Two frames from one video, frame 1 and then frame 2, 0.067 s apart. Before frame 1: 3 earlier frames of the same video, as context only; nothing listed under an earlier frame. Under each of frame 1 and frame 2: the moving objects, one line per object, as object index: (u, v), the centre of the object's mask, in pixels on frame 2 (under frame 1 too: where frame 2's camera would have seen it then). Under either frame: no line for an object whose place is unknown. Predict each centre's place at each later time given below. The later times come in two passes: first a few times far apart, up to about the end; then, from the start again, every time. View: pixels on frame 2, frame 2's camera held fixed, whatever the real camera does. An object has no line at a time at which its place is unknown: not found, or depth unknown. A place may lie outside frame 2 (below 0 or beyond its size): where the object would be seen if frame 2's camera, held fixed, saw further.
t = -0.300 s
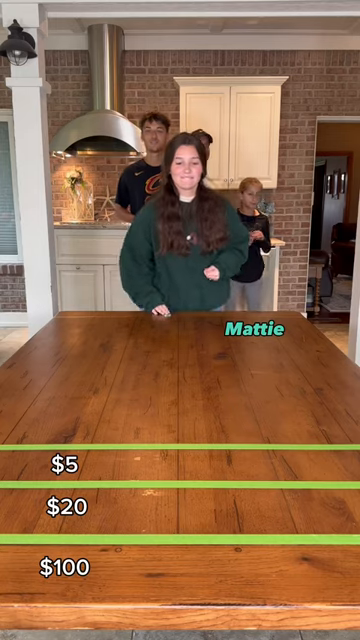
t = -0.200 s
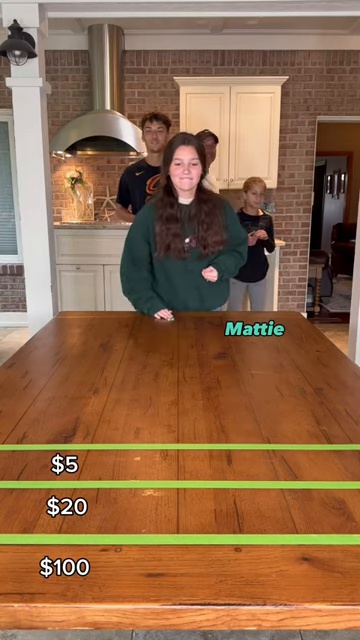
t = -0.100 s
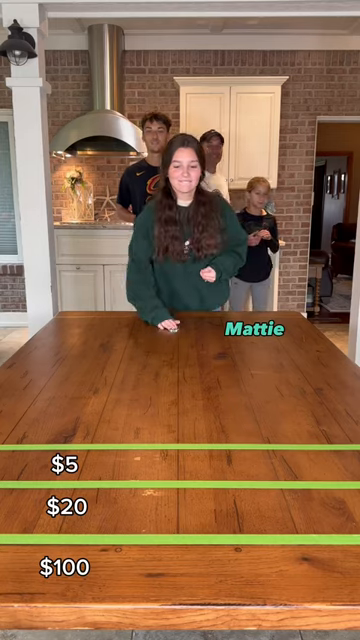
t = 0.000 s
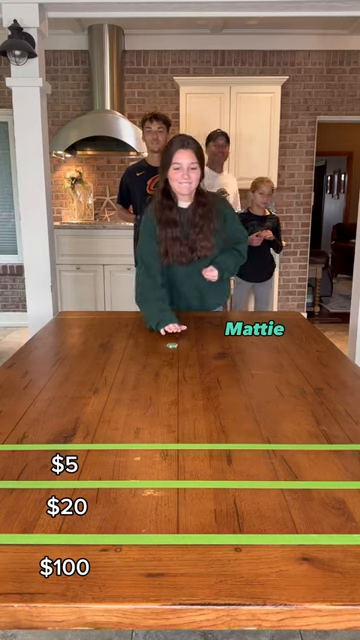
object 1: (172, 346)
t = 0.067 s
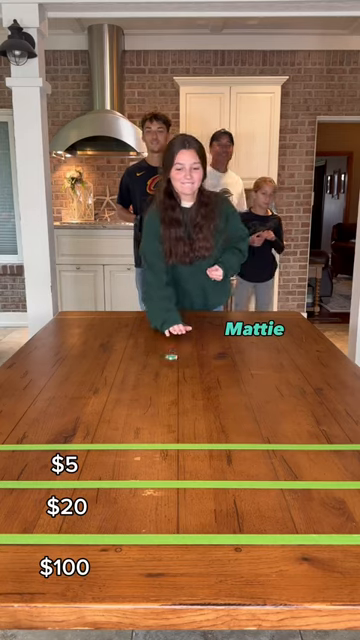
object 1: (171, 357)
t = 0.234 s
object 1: (169, 391)
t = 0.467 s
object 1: (169, 453)
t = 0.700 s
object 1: (170, 512)
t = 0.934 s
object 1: (172, 536)
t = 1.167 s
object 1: (171, 536)
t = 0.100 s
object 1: (170, 364)
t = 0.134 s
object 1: (170, 370)
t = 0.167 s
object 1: (170, 377)
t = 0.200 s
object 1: (169, 384)
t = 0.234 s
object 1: (169, 391)
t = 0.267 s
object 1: (169, 399)
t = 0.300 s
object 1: (169, 407)
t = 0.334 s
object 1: (169, 415)
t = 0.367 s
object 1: (169, 424)
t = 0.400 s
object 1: (169, 434)
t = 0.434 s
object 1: (169, 443)
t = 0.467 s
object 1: (169, 453)
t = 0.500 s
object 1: (169, 463)
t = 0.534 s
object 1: (169, 473)
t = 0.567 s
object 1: (169, 481)
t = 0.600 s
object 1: (169, 490)
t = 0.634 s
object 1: (169, 498)
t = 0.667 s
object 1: (169, 505)
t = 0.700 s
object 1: (170, 512)
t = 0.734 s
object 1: (170, 519)
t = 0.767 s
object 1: (170, 525)
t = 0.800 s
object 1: (171, 529)
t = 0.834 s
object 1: (171, 533)
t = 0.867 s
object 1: (171, 535)
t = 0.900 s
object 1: (172, 536)
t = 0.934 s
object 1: (172, 536)
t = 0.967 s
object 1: (172, 536)
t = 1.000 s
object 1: (172, 536)
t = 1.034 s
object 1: (172, 536)
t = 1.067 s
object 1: (172, 536)
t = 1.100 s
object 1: (171, 536)
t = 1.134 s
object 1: (171, 536)
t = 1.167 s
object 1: (171, 536)
